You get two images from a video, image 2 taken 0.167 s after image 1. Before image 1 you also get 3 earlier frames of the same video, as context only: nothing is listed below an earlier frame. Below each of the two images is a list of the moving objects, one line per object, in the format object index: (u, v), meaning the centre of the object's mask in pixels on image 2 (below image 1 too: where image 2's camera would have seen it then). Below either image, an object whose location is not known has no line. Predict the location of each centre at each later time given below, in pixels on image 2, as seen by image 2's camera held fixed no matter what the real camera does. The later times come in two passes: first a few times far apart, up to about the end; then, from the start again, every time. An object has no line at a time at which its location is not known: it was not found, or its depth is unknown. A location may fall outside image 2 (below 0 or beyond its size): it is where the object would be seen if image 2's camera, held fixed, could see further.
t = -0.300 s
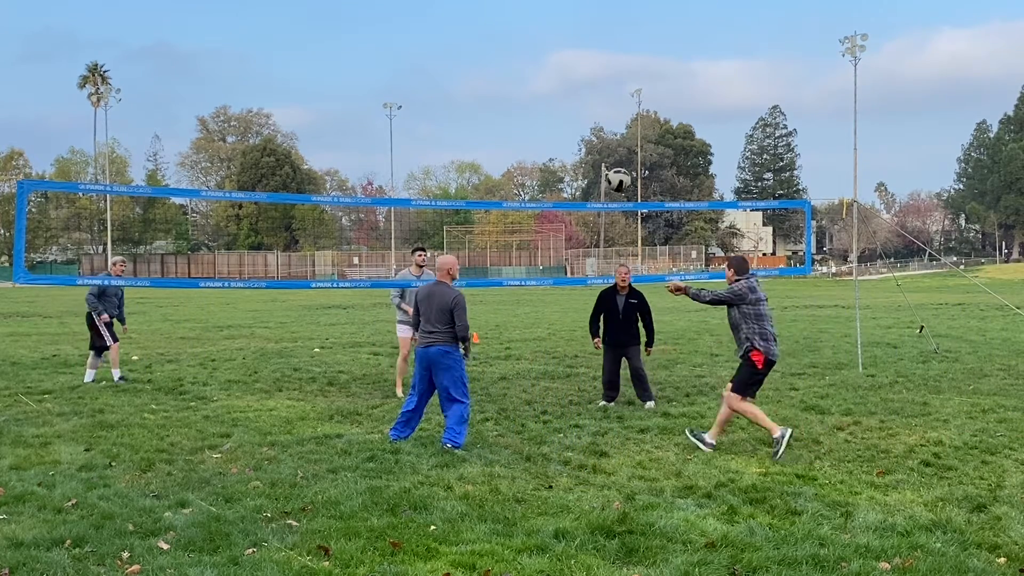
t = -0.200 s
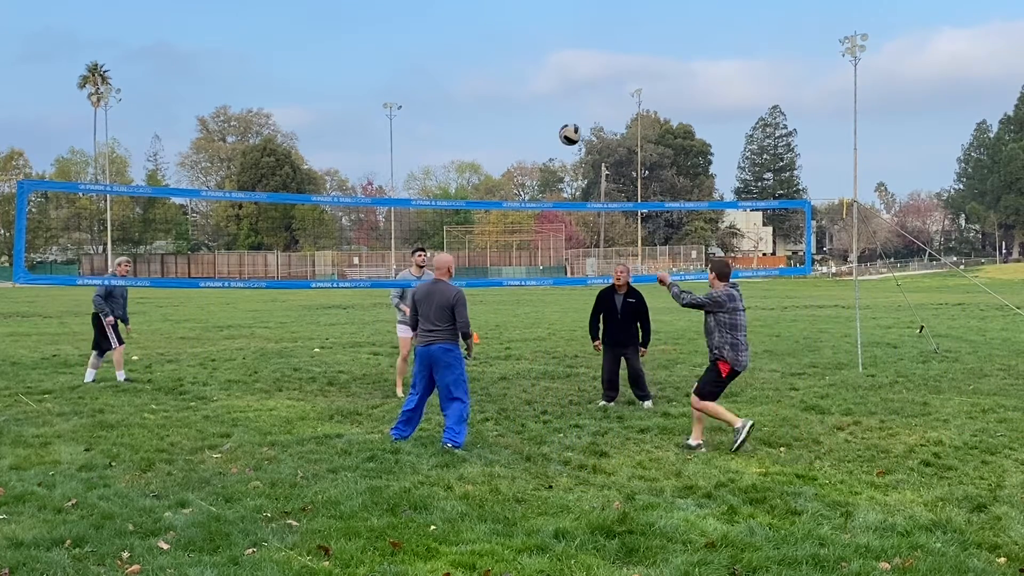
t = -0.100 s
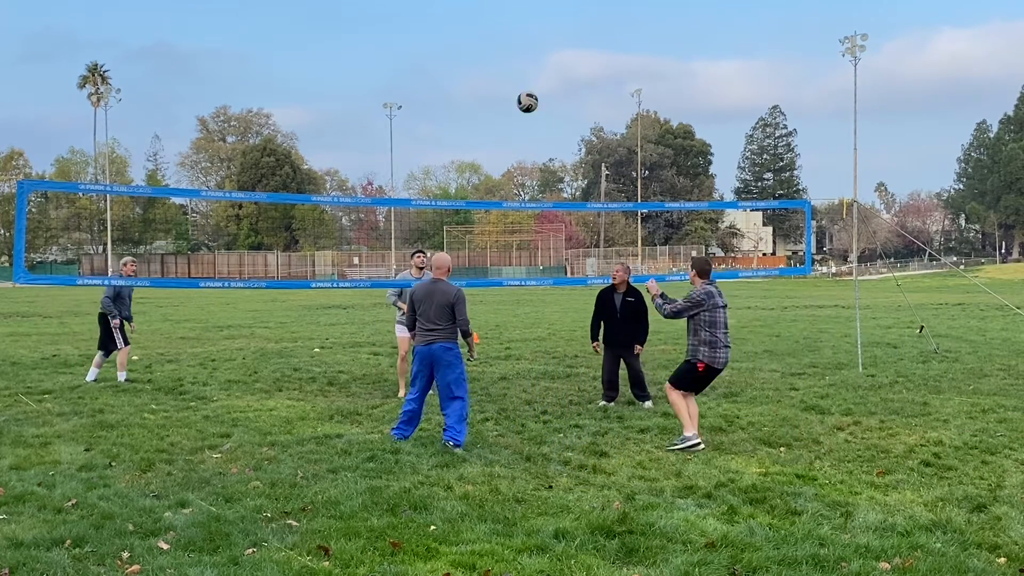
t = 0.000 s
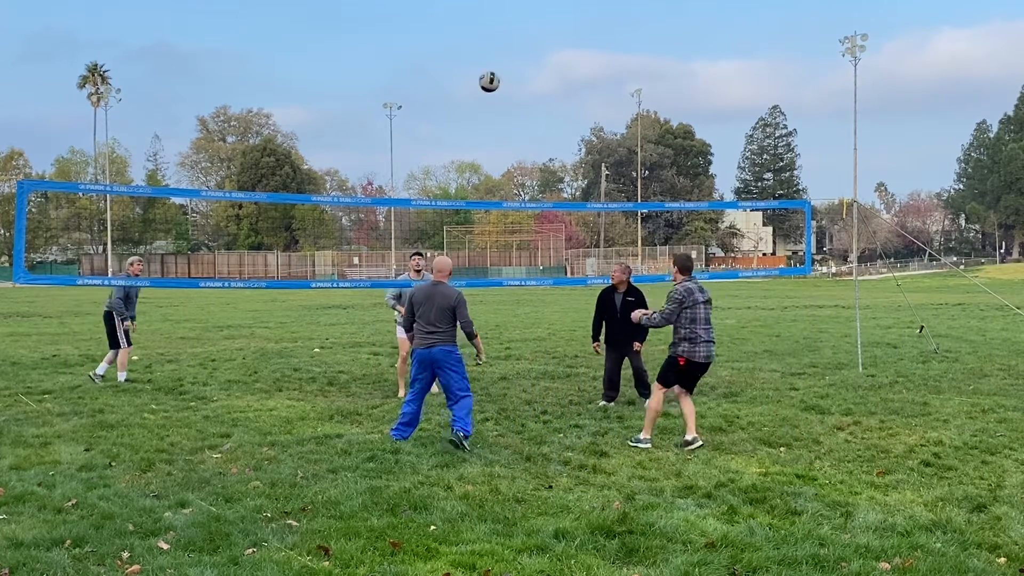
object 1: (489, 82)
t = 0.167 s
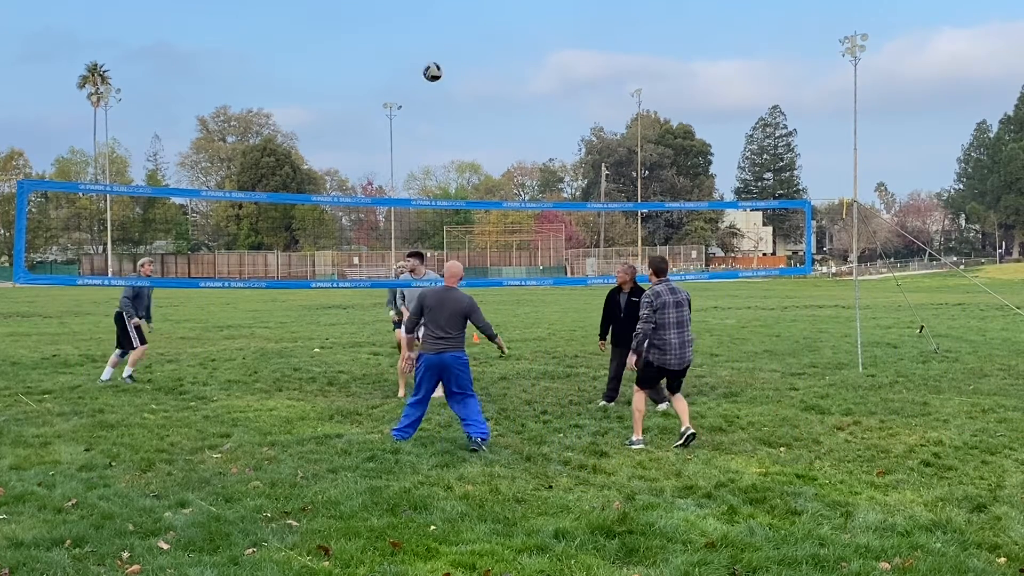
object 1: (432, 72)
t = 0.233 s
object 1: (412, 74)
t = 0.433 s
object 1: (360, 102)
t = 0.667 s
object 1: (308, 165)
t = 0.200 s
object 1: (422, 73)
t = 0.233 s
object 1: (412, 74)
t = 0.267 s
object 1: (403, 77)
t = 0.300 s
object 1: (394, 80)
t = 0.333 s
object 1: (384, 85)
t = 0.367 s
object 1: (376, 89)
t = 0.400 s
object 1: (368, 95)
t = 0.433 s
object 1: (360, 102)
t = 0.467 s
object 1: (352, 109)
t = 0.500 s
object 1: (344, 117)
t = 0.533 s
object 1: (336, 125)
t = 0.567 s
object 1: (329, 135)
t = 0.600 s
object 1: (322, 144)
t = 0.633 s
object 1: (315, 154)
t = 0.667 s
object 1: (308, 165)
